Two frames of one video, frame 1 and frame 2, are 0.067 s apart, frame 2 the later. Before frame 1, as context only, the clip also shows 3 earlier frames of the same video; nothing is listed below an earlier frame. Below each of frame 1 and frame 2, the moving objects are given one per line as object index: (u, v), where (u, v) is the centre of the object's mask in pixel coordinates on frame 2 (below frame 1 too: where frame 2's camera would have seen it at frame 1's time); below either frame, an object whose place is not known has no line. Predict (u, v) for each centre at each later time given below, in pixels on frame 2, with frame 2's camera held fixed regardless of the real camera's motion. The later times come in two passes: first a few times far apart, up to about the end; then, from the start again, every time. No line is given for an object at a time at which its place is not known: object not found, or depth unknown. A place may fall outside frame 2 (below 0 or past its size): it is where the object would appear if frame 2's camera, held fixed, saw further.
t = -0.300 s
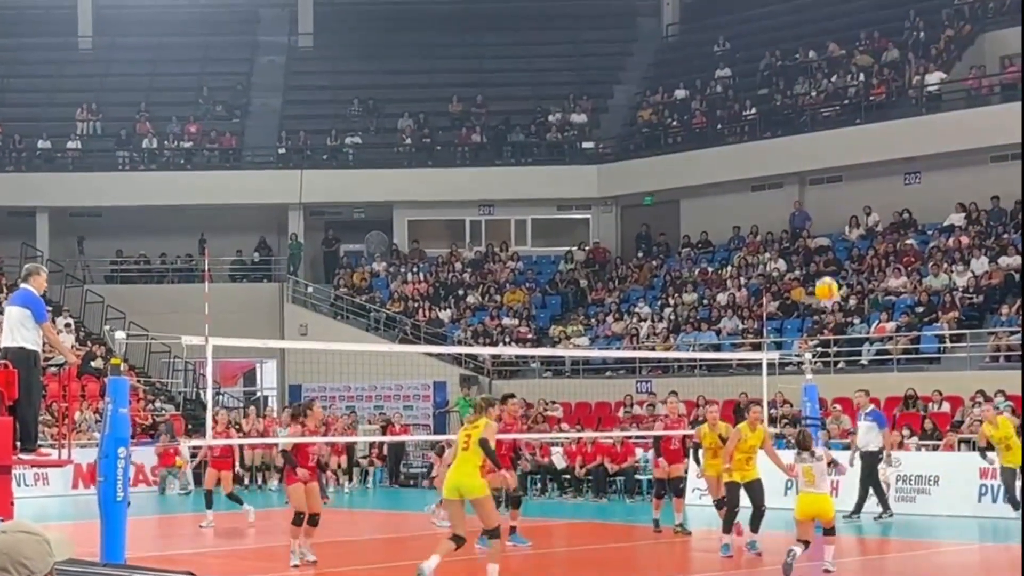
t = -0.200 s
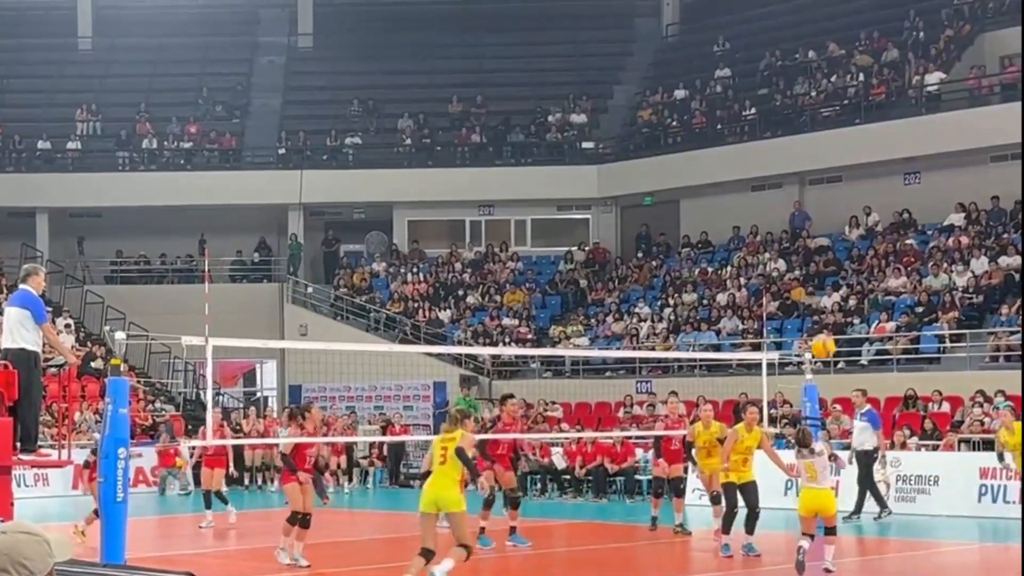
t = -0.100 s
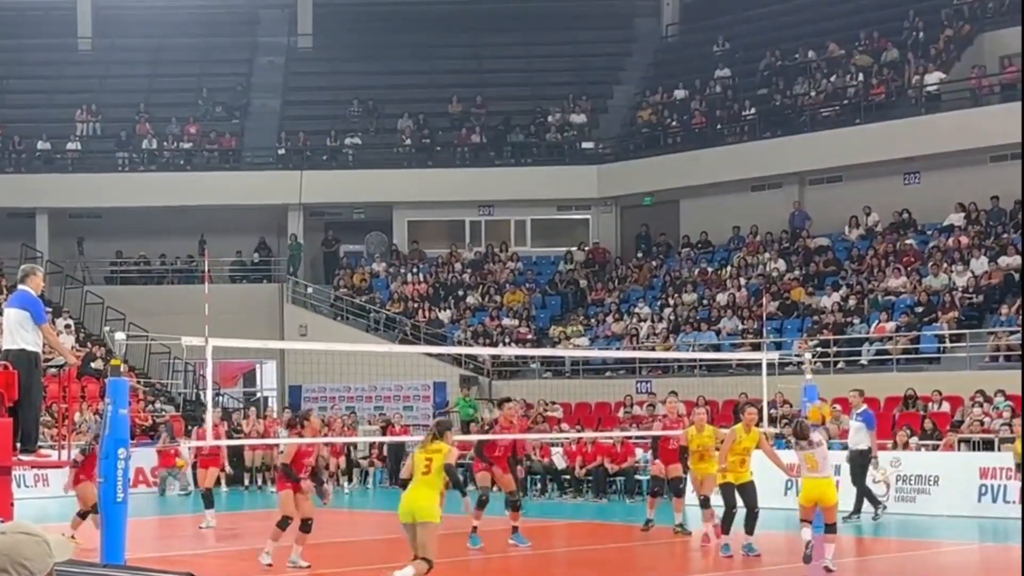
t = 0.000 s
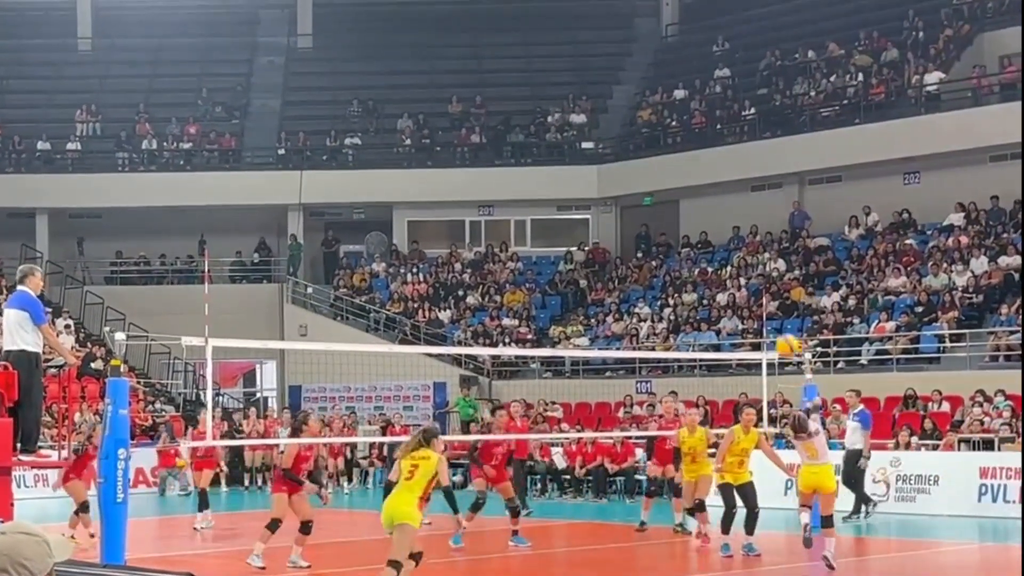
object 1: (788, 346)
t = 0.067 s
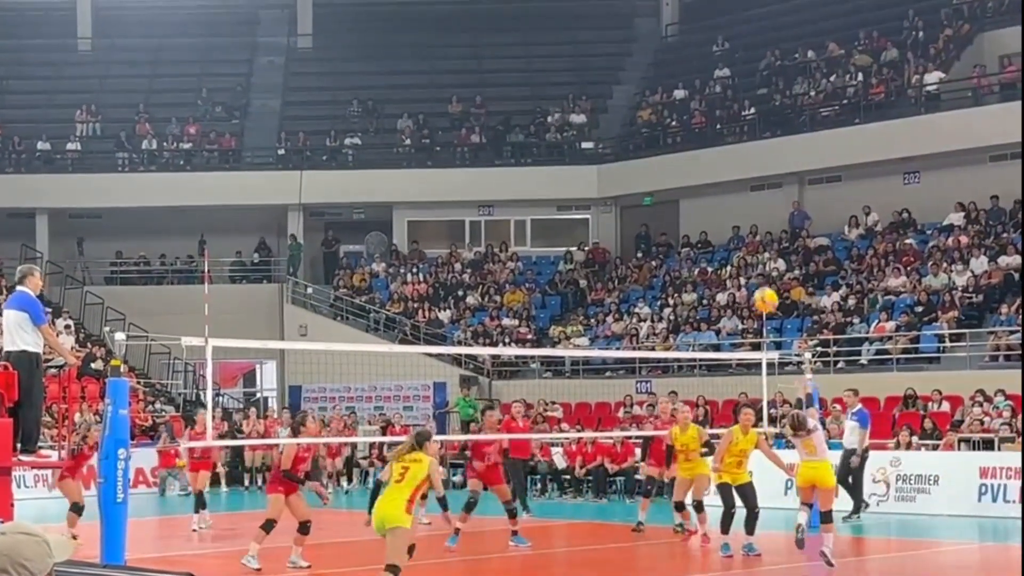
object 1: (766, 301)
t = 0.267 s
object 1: (700, 191)
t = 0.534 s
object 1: (614, 112)
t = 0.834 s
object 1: (517, 113)
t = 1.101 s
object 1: (432, 196)
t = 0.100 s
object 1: (755, 279)
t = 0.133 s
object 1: (744, 259)
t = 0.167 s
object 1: (734, 240)
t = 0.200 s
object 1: (722, 222)
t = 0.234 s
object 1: (711, 206)
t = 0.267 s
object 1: (700, 191)
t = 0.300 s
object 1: (690, 178)
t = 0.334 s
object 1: (679, 164)
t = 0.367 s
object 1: (668, 153)
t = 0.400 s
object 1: (657, 142)
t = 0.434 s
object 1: (646, 133)
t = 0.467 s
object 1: (636, 125)
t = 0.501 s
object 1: (625, 118)
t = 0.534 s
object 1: (614, 112)
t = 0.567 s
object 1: (603, 108)
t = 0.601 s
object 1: (592, 104)
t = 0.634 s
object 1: (582, 102)
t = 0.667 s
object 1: (571, 101)
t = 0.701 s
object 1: (561, 101)
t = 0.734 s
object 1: (549, 102)
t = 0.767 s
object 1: (538, 104)
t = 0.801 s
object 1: (528, 108)
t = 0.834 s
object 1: (517, 113)
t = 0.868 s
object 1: (506, 119)
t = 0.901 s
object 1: (495, 126)
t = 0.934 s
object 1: (485, 135)
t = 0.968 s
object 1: (474, 145)
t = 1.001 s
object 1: (464, 156)
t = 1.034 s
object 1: (453, 168)
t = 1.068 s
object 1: (443, 181)
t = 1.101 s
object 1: (432, 196)
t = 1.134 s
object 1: (422, 211)
